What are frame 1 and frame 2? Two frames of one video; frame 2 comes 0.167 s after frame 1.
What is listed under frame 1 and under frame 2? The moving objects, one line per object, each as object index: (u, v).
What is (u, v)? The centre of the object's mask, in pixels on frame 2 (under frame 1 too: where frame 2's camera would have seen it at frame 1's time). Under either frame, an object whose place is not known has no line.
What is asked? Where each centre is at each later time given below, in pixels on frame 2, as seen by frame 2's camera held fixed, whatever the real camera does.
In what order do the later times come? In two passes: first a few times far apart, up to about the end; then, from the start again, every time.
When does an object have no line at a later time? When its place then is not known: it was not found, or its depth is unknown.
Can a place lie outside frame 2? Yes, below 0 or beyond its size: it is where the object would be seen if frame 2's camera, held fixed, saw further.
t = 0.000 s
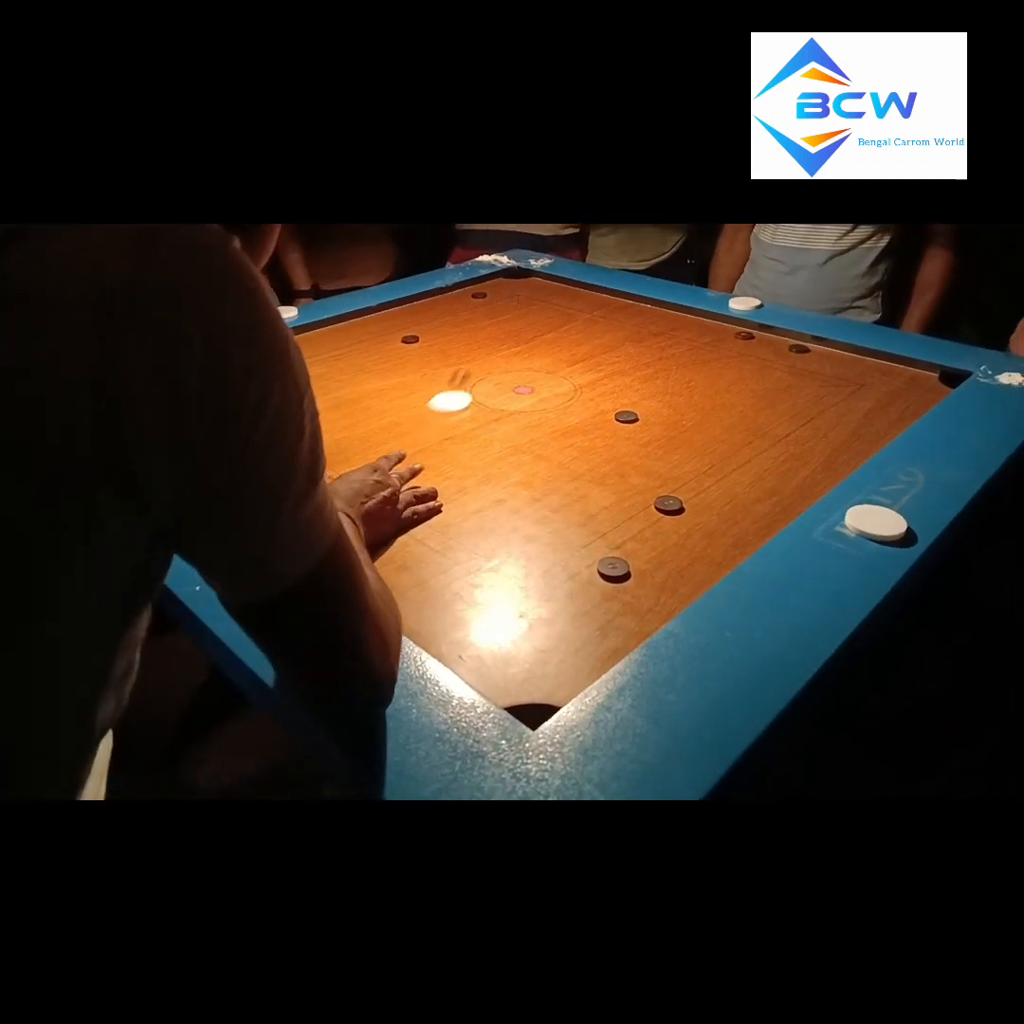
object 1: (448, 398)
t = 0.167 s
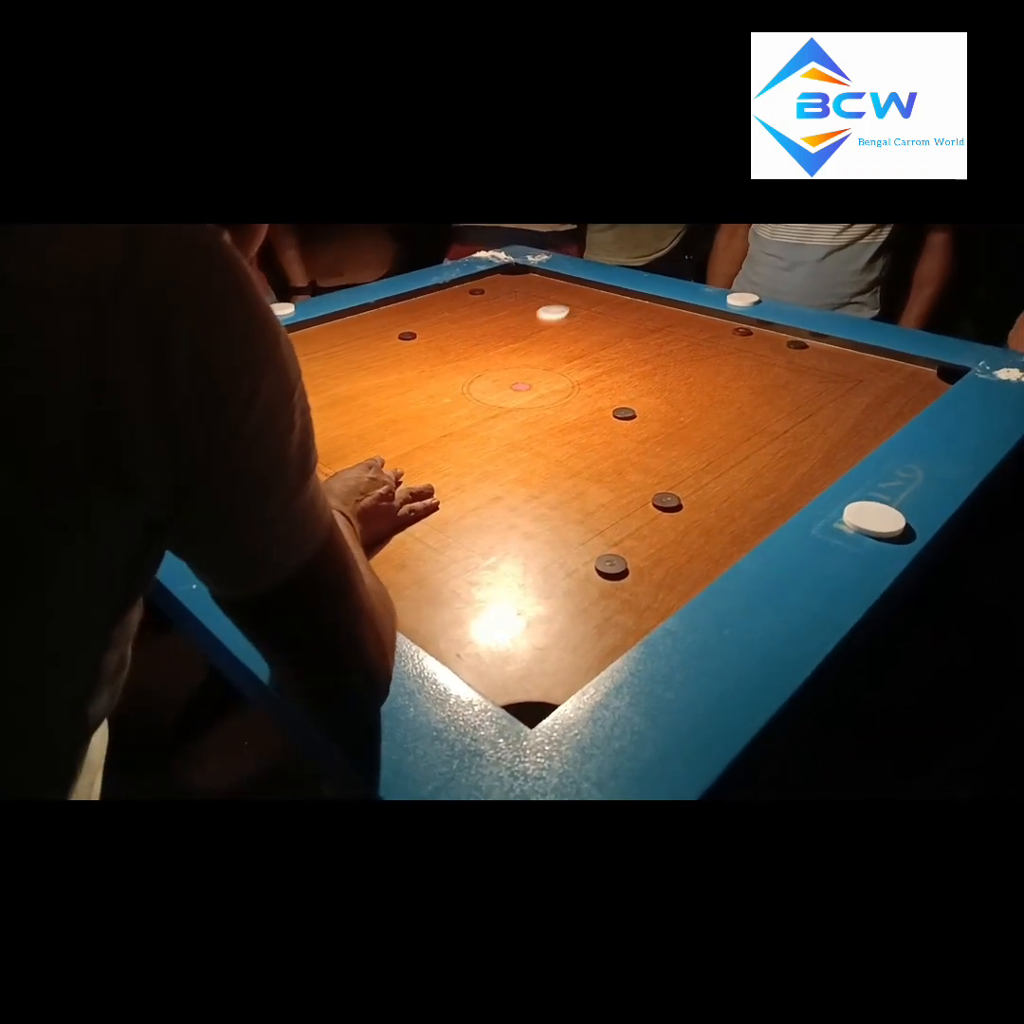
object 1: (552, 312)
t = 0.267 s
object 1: (548, 296)
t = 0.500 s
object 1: (317, 338)
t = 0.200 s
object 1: (568, 300)
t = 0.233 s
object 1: (577, 290)
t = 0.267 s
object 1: (548, 296)
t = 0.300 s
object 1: (518, 301)
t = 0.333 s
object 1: (487, 307)
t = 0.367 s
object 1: (456, 313)
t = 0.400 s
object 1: (423, 319)
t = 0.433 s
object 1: (389, 326)
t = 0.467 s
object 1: (354, 332)
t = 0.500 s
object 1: (317, 338)
